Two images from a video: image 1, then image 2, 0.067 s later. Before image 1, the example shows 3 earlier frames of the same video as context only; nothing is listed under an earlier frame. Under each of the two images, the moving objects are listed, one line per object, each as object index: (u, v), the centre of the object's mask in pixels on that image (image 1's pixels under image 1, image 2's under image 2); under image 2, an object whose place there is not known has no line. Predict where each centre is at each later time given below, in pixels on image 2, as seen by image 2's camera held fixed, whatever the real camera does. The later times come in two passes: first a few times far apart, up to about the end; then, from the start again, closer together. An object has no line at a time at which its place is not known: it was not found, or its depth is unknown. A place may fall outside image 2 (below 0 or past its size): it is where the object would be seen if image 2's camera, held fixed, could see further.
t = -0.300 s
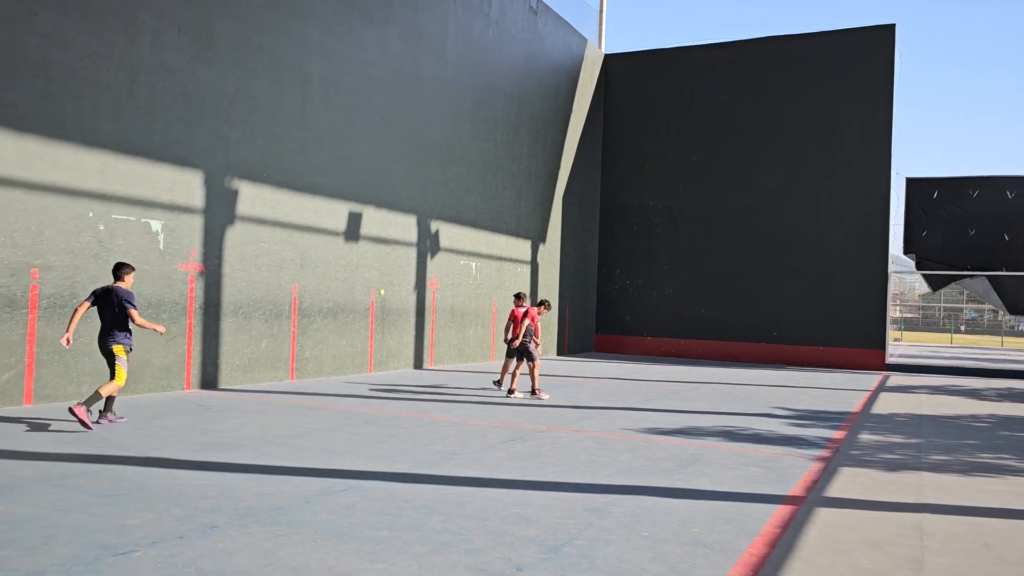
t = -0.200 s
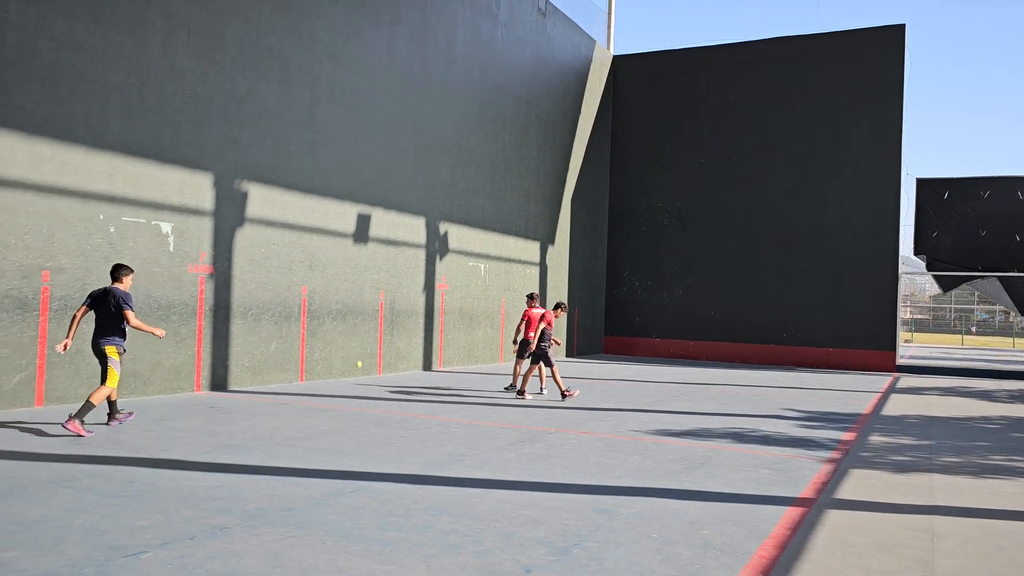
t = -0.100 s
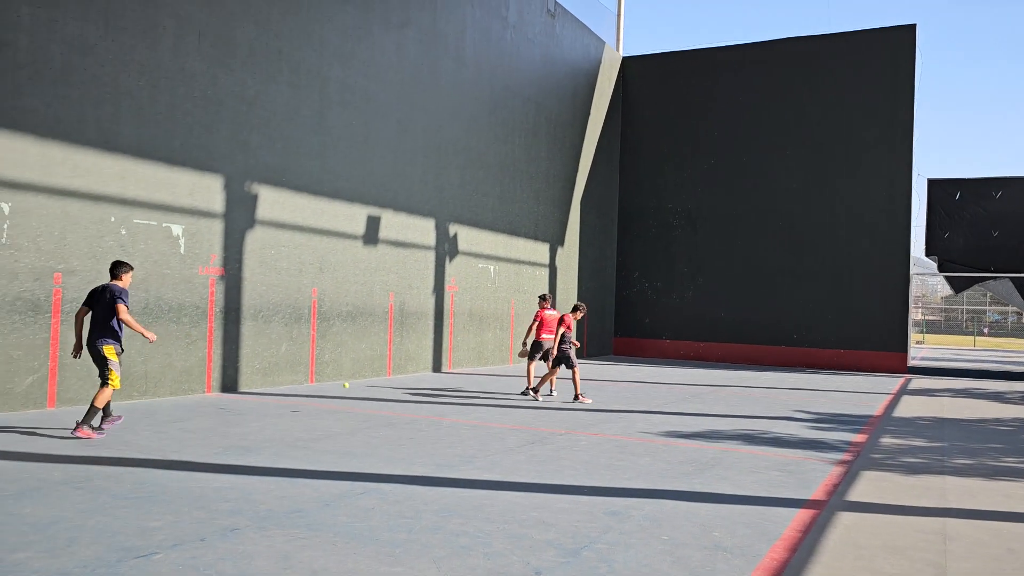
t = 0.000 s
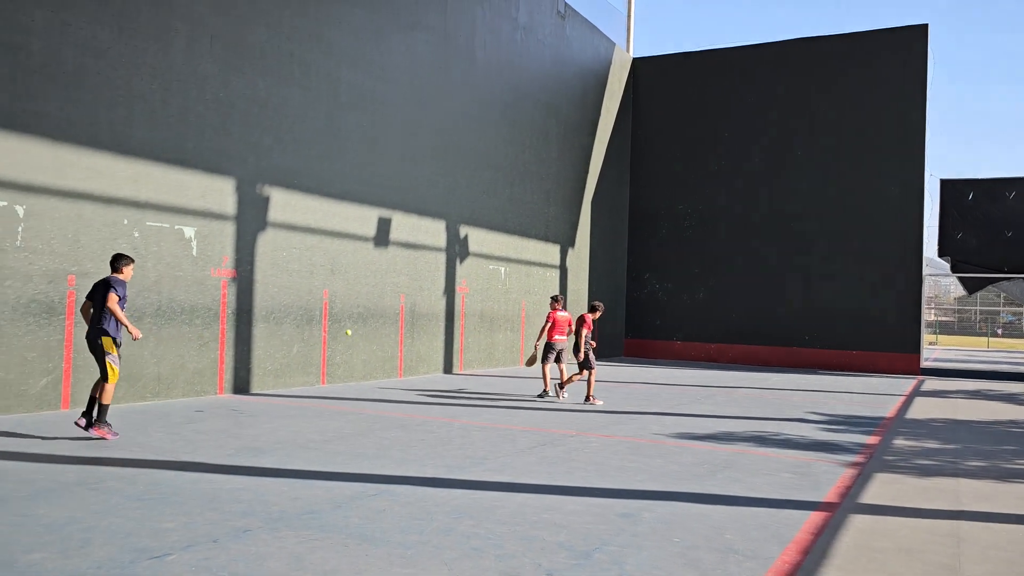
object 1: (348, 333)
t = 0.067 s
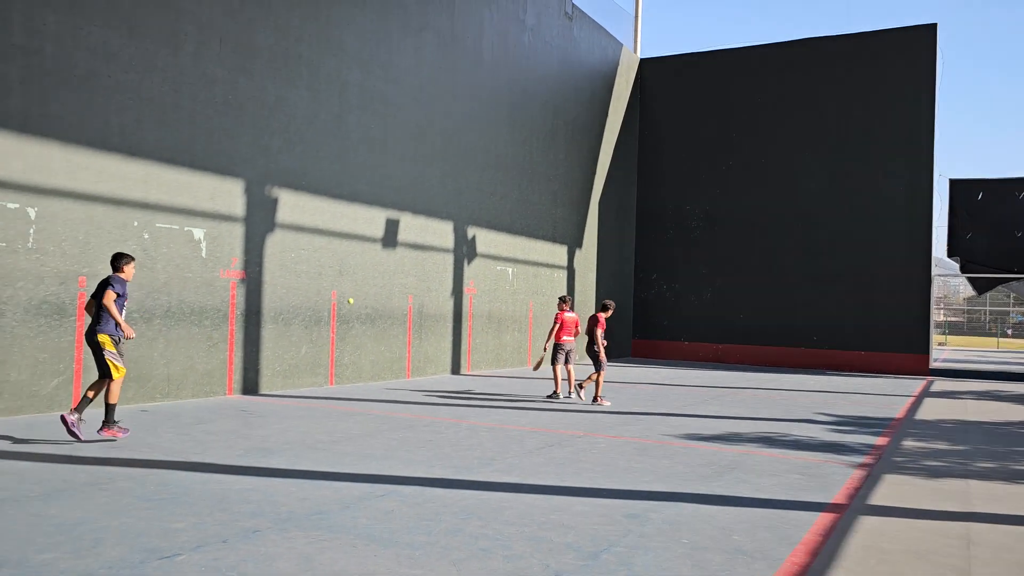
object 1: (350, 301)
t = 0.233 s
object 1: (335, 233)
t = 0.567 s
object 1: (296, 156)
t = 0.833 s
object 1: (259, 164)
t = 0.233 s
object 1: (335, 233)
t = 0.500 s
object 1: (305, 164)
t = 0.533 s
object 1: (301, 160)
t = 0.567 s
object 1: (296, 156)
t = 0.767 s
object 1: (269, 156)
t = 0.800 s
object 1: (264, 160)
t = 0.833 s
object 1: (259, 164)
